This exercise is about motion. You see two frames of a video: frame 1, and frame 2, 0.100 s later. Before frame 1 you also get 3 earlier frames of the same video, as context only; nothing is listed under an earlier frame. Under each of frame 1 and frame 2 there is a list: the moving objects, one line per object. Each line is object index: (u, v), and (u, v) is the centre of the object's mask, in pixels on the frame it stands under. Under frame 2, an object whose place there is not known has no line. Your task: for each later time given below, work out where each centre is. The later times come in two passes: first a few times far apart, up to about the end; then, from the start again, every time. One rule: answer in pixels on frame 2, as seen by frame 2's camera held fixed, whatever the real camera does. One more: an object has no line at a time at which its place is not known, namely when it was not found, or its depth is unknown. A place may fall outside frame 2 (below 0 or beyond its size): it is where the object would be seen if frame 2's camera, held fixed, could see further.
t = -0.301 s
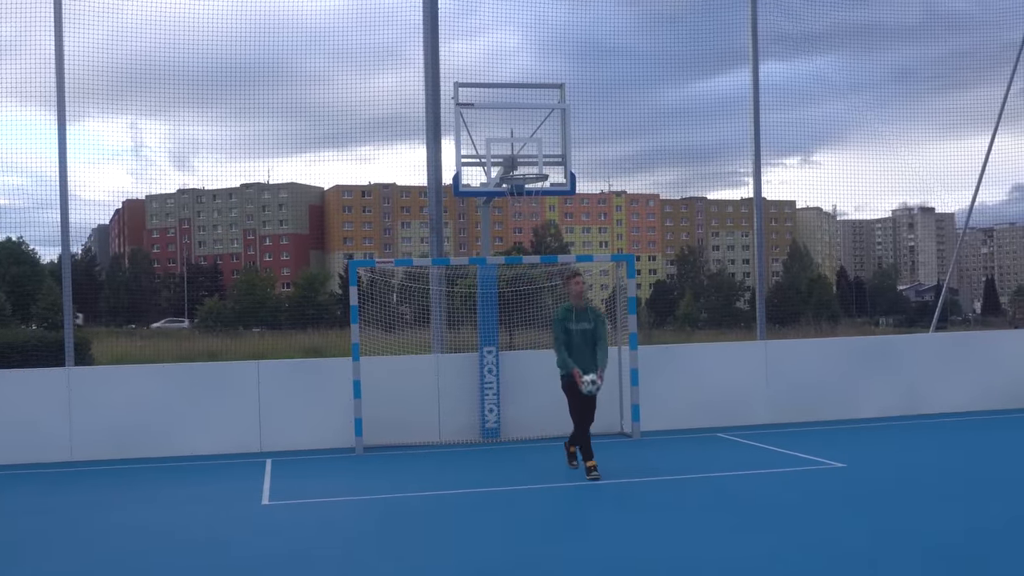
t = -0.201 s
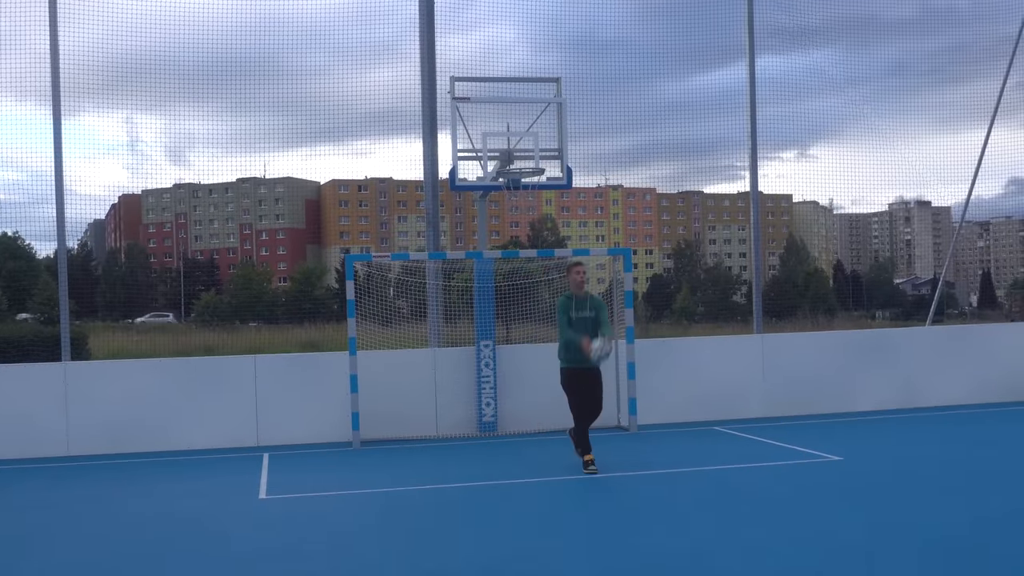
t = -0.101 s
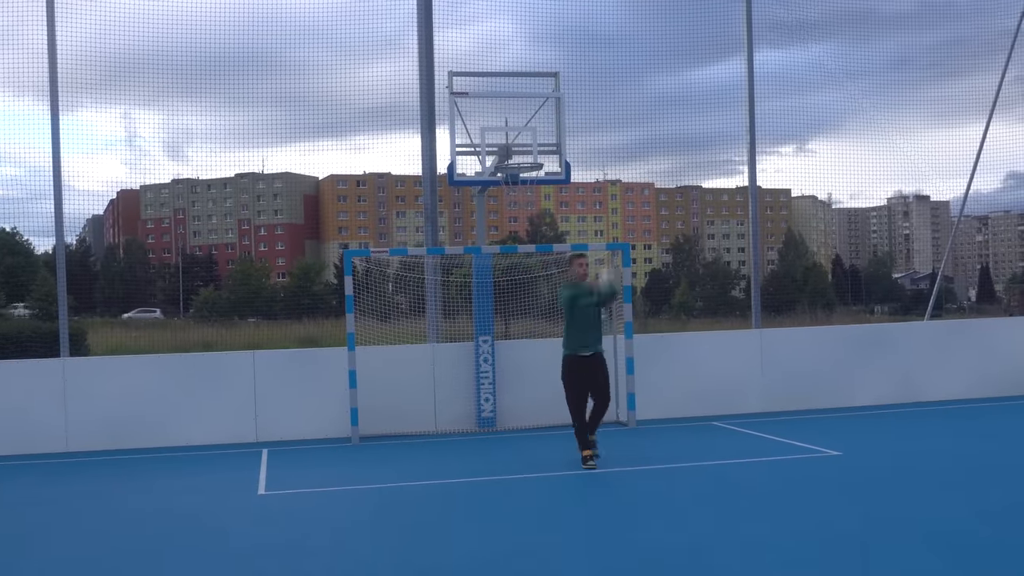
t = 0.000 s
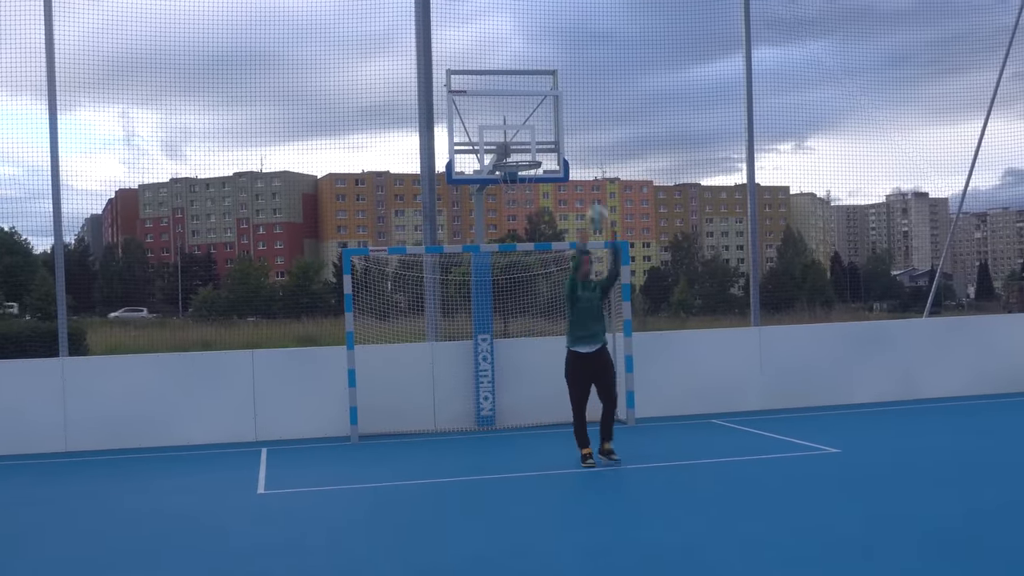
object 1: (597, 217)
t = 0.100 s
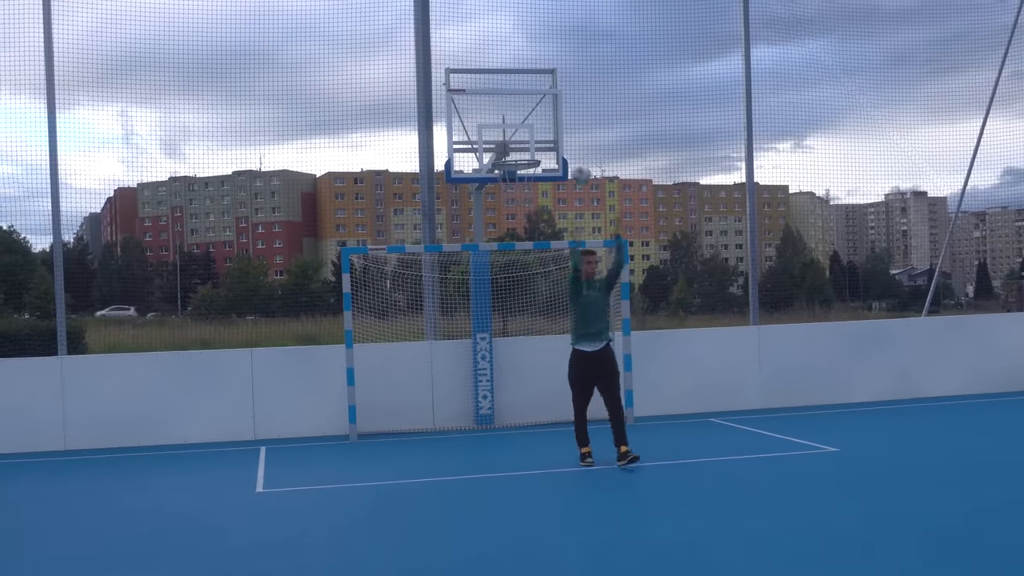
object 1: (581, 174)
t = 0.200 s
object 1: (569, 151)
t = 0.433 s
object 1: (541, 145)
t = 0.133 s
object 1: (576, 166)
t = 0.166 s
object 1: (572, 158)
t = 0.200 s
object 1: (569, 151)
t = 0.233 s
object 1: (564, 146)
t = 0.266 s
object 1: (560, 142)
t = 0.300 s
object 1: (556, 141)
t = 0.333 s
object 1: (553, 140)
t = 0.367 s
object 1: (549, 140)
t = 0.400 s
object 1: (546, 141)
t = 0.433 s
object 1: (541, 145)
